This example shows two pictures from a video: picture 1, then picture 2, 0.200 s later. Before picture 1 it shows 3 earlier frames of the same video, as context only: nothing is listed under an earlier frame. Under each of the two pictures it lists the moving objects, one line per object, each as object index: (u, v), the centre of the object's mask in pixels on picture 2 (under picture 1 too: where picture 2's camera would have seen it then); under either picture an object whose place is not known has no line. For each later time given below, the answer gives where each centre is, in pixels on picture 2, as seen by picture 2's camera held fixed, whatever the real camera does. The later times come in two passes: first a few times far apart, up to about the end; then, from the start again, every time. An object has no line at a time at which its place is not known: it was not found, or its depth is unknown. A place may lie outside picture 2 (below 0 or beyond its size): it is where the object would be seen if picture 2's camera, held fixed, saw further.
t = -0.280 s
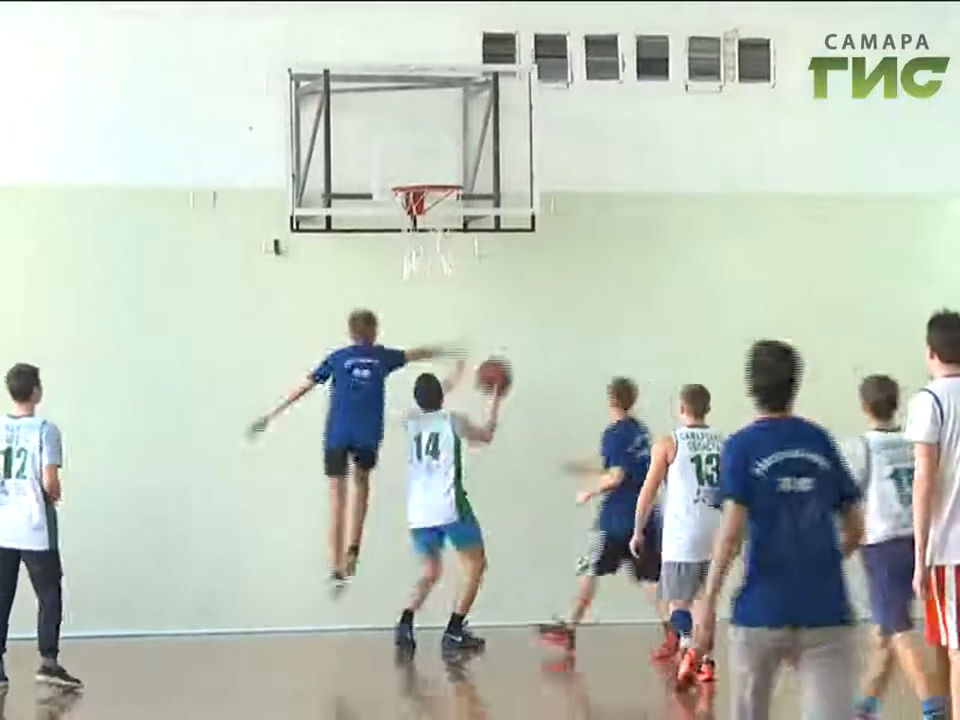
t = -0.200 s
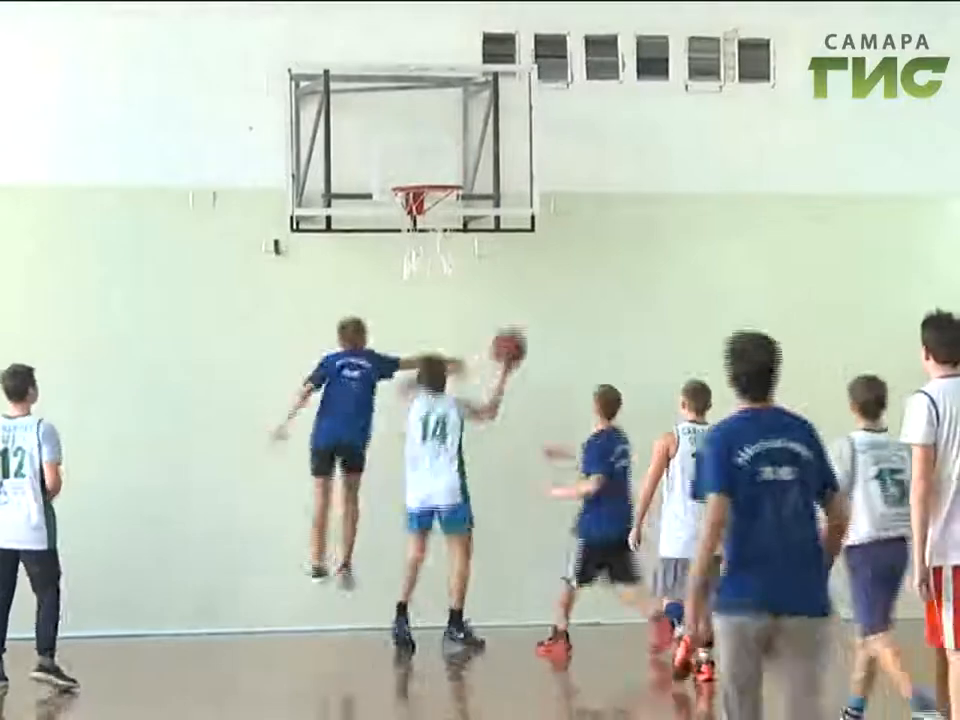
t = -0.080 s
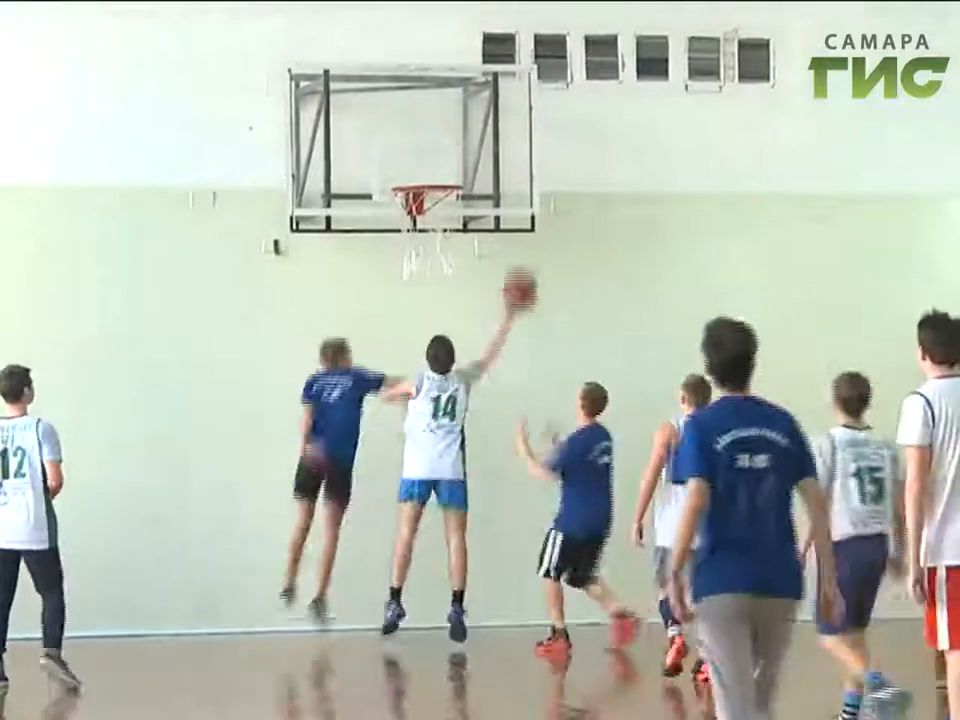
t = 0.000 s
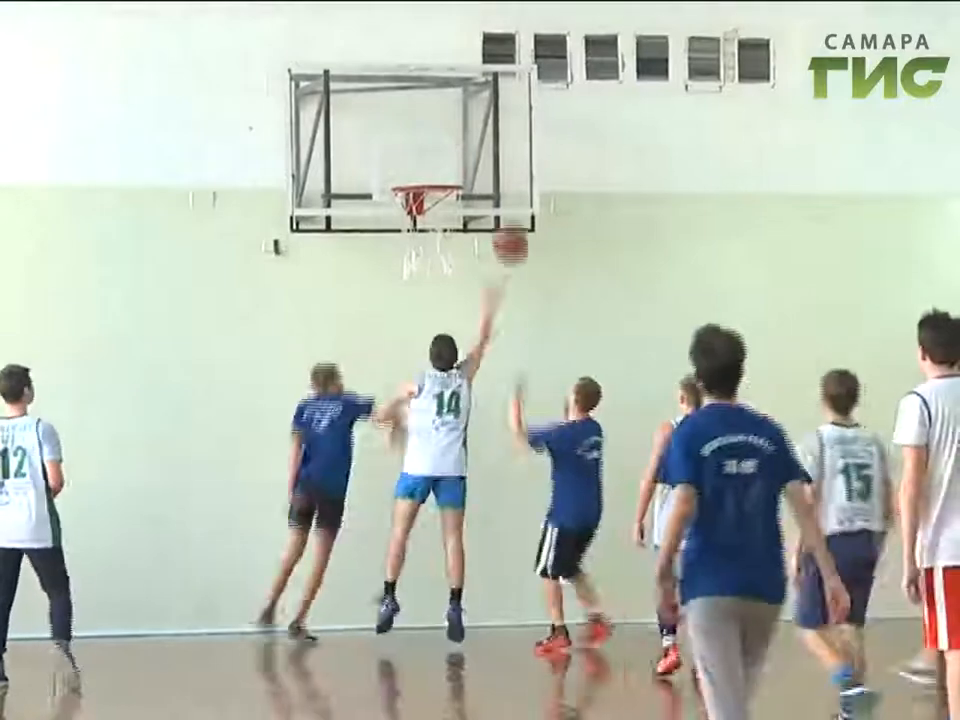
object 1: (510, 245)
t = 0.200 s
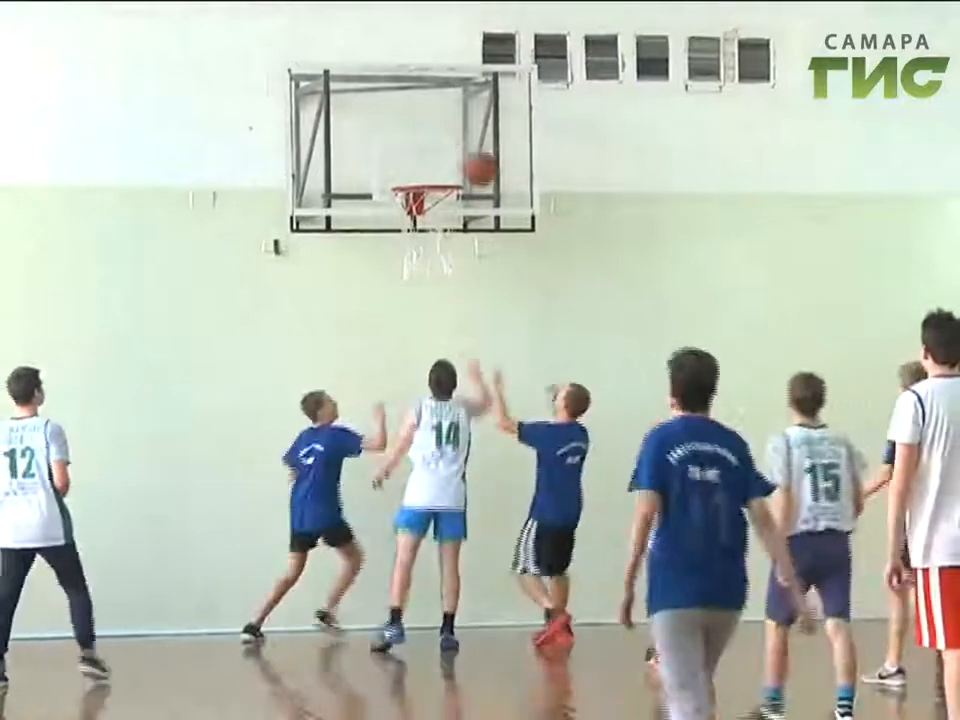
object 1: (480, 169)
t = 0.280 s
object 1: (467, 156)
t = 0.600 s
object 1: (457, 158)
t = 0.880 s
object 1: (471, 168)
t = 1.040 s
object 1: (482, 190)
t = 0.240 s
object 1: (473, 160)
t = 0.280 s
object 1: (467, 156)
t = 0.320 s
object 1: (461, 151)
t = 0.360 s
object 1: (459, 152)
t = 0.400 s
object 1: (457, 155)
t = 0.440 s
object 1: (455, 161)
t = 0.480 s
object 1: (453, 168)
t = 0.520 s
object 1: (454, 166)
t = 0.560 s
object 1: (456, 161)
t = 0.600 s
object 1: (457, 158)
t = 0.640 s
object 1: (459, 158)
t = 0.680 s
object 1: (461, 159)
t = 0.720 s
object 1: (462, 163)
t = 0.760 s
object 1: (464, 168)
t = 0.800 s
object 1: (466, 167)
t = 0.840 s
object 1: (469, 166)
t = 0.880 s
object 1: (471, 168)
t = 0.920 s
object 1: (474, 172)
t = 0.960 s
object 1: (476, 175)
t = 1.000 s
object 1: (478, 179)
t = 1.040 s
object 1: (482, 190)
